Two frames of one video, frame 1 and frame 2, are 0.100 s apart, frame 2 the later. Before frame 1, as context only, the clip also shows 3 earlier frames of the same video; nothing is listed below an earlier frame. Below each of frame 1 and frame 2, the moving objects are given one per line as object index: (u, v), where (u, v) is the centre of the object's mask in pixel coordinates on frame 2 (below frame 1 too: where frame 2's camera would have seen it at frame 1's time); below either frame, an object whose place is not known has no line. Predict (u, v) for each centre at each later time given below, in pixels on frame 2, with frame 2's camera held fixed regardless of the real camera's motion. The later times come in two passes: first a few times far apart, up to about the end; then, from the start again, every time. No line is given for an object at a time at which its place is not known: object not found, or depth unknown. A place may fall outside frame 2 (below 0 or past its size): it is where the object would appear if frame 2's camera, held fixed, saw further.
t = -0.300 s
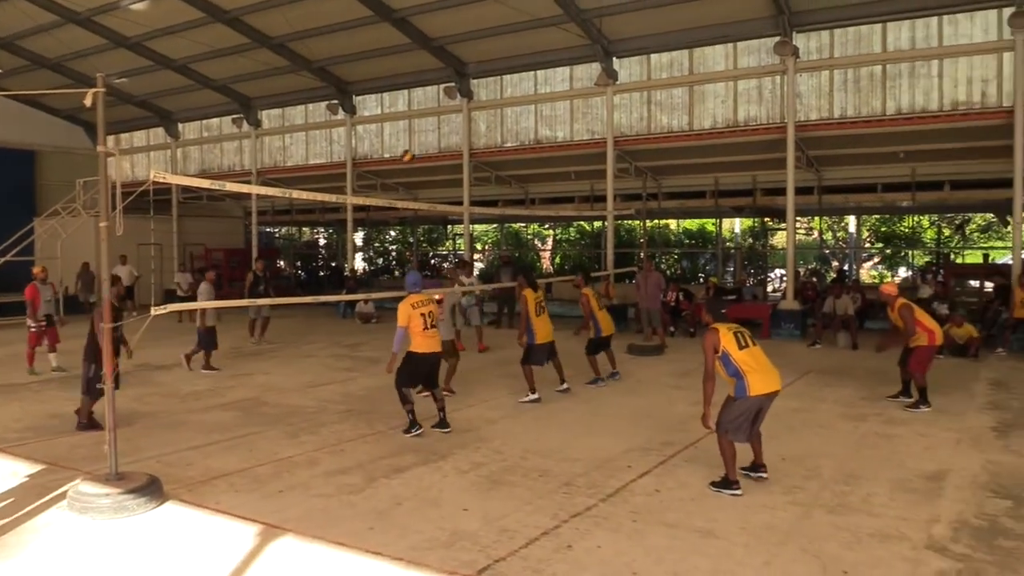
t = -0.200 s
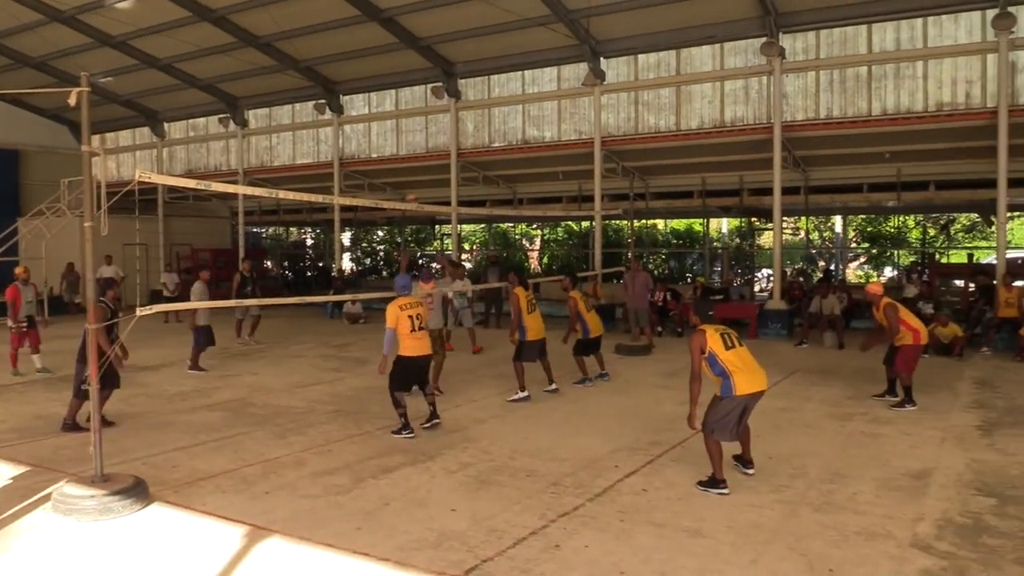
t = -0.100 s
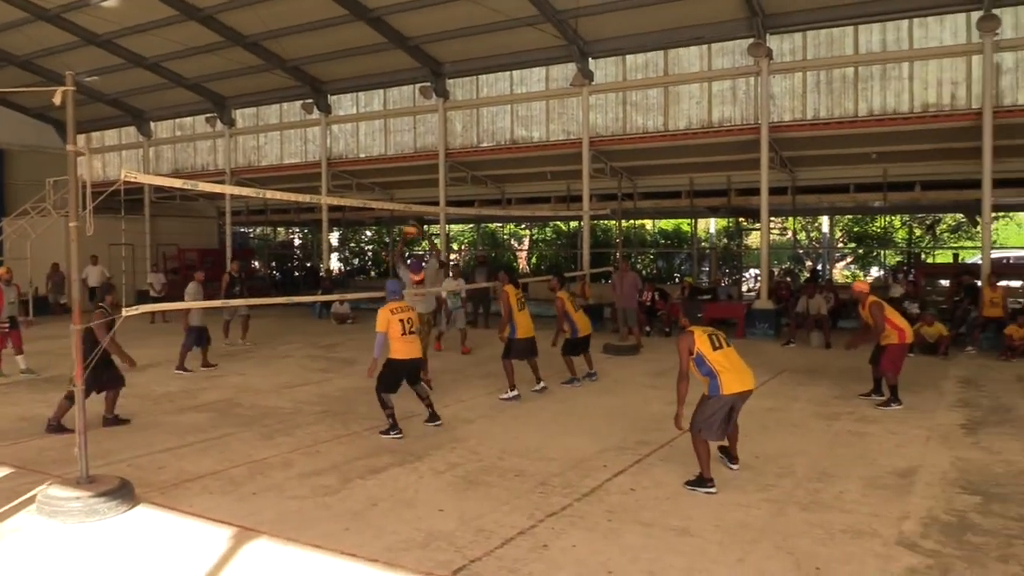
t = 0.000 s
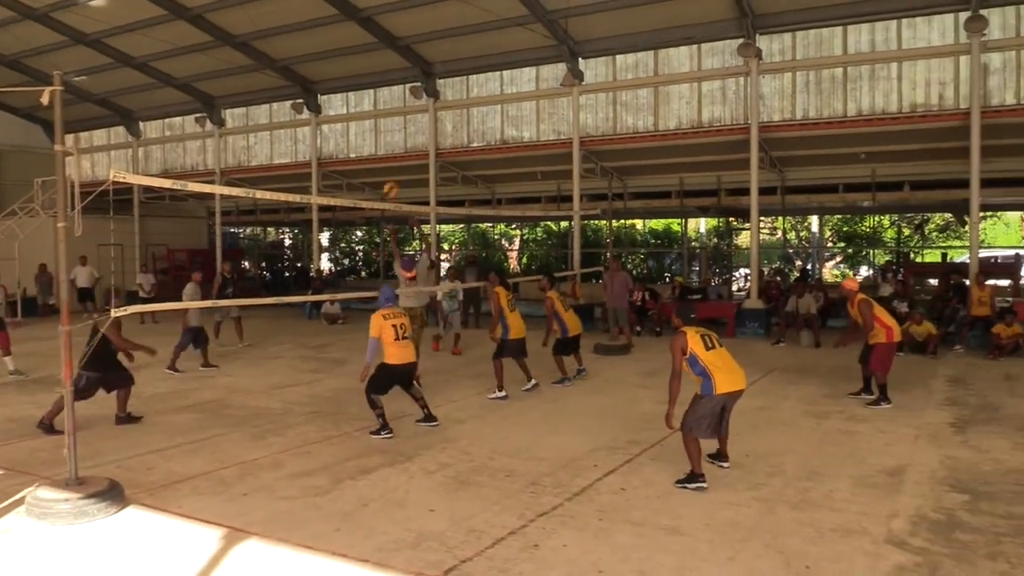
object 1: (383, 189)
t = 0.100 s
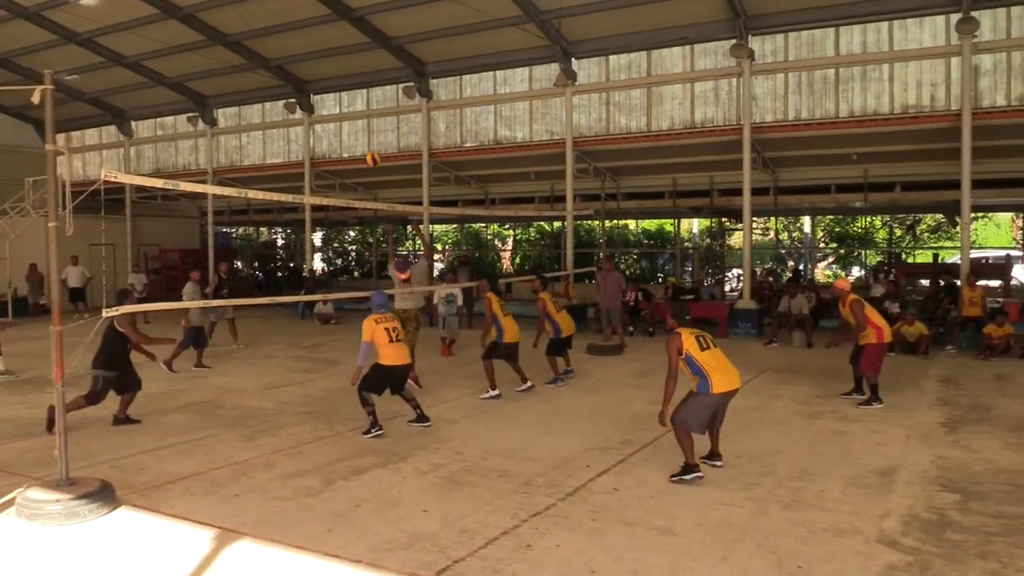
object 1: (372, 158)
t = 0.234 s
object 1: (357, 125)
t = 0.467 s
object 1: (330, 102)
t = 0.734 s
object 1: (296, 131)
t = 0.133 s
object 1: (368, 148)
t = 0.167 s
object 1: (364, 140)
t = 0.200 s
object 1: (360, 132)
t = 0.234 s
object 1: (357, 125)
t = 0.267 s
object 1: (353, 120)
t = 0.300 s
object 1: (349, 114)
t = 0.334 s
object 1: (345, 109)
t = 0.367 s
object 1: (341, 106)
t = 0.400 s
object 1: (337, 104)
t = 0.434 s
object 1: (333, 102)
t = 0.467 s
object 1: (330, 102)
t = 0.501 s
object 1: (325, 102)
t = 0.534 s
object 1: (321, 103)
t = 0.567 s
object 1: (317, 105)
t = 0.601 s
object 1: (313, 108)
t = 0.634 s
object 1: (309, 112)
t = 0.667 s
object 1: (304, 117)
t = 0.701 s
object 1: (300, 123)
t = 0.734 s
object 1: (296, 131)
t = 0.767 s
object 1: (293, 139)
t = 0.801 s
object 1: (288, 149)
